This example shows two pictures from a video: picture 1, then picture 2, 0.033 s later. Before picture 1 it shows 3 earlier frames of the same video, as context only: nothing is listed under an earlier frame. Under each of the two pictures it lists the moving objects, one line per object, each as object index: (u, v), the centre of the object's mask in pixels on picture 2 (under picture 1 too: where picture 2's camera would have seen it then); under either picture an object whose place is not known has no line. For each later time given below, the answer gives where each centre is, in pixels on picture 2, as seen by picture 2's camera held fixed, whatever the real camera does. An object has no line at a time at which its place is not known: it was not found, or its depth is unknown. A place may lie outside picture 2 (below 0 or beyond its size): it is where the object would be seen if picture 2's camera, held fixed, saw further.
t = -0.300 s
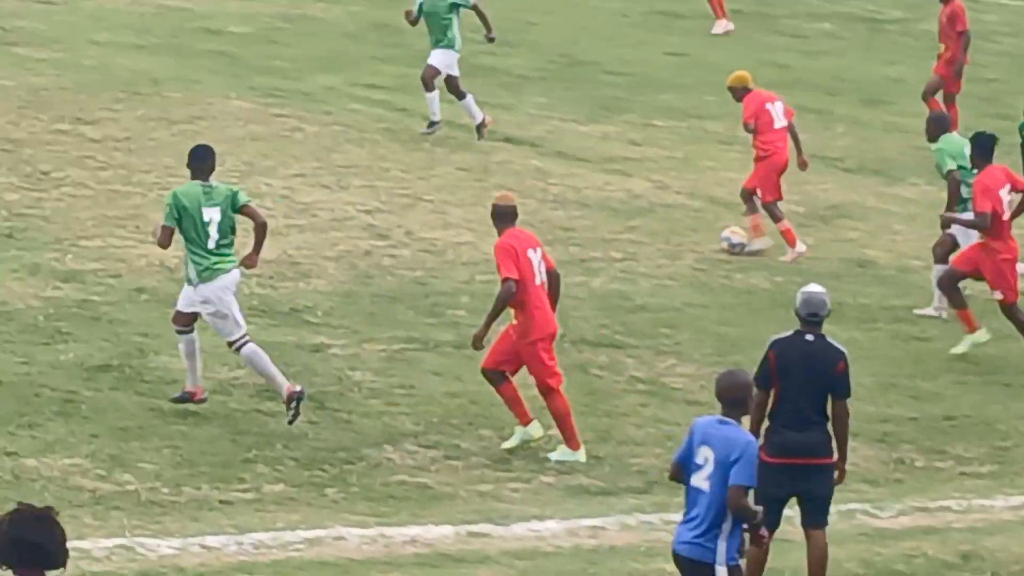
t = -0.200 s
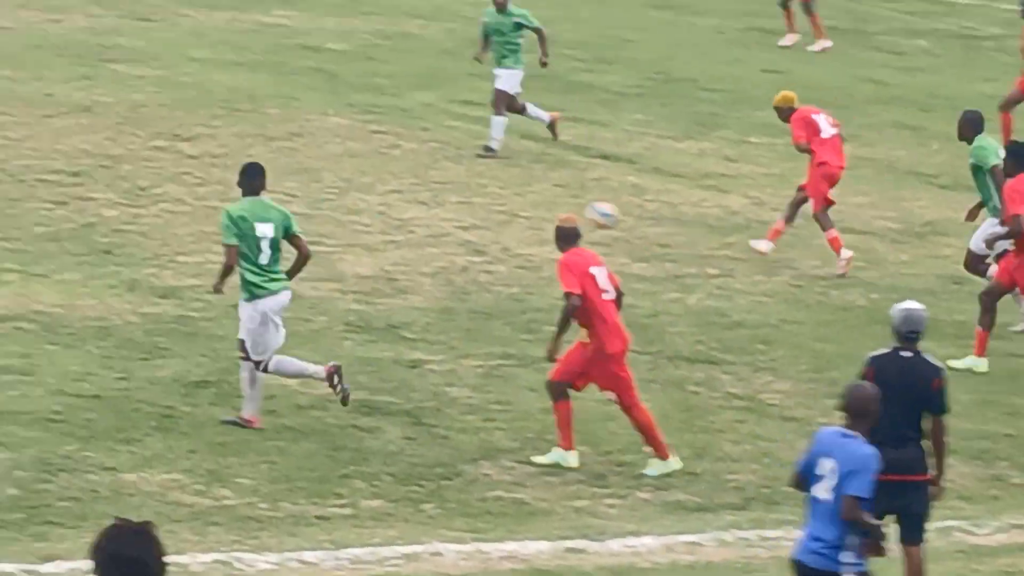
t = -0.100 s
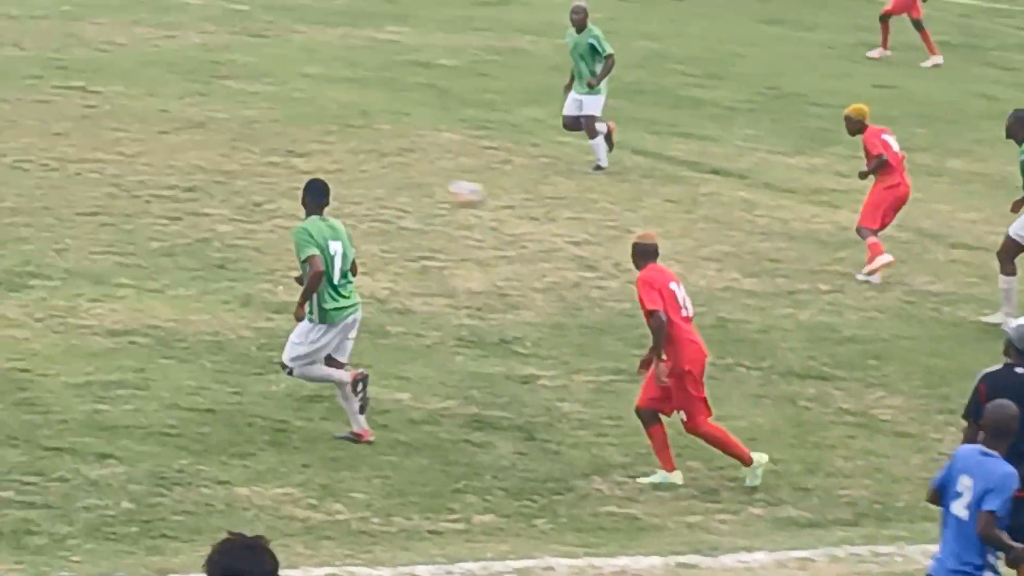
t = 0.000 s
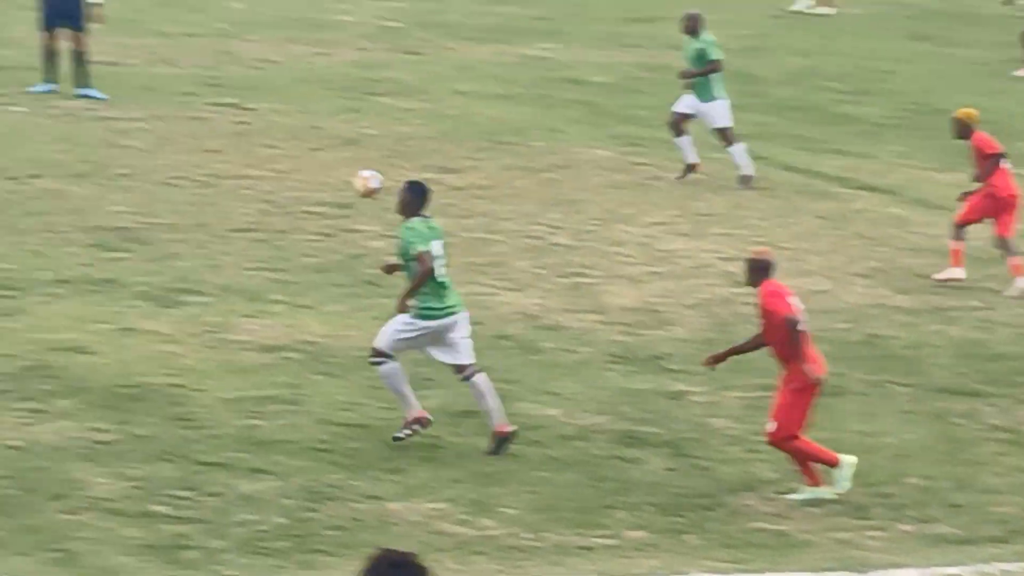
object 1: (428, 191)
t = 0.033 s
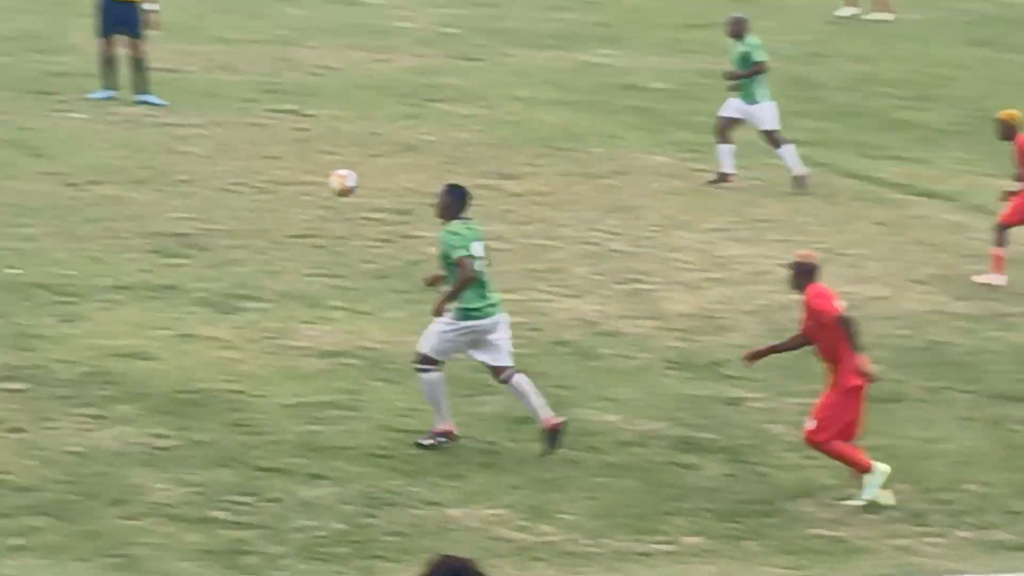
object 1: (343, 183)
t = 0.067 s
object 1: (258, 173)
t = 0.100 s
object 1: (171, 166)
